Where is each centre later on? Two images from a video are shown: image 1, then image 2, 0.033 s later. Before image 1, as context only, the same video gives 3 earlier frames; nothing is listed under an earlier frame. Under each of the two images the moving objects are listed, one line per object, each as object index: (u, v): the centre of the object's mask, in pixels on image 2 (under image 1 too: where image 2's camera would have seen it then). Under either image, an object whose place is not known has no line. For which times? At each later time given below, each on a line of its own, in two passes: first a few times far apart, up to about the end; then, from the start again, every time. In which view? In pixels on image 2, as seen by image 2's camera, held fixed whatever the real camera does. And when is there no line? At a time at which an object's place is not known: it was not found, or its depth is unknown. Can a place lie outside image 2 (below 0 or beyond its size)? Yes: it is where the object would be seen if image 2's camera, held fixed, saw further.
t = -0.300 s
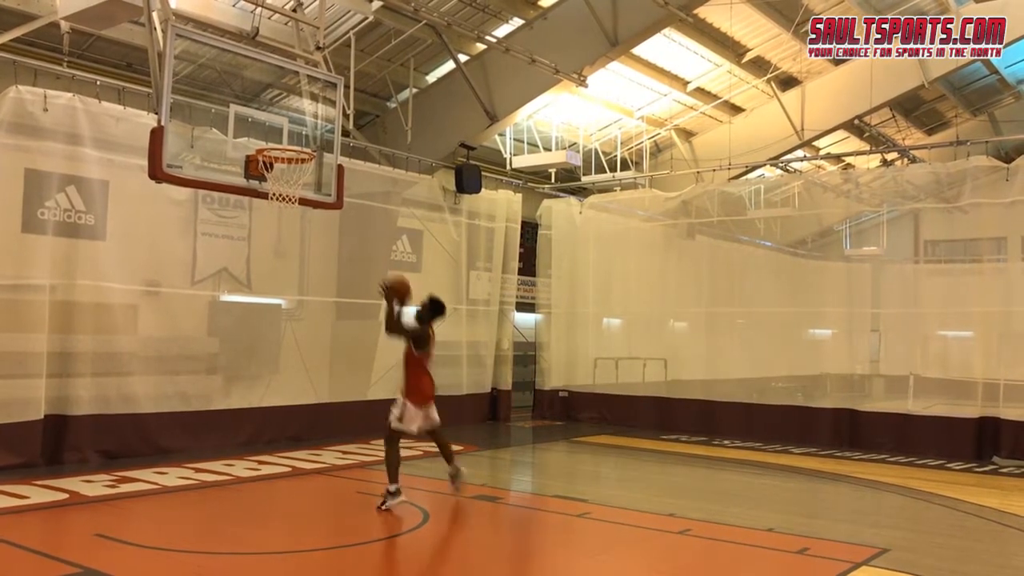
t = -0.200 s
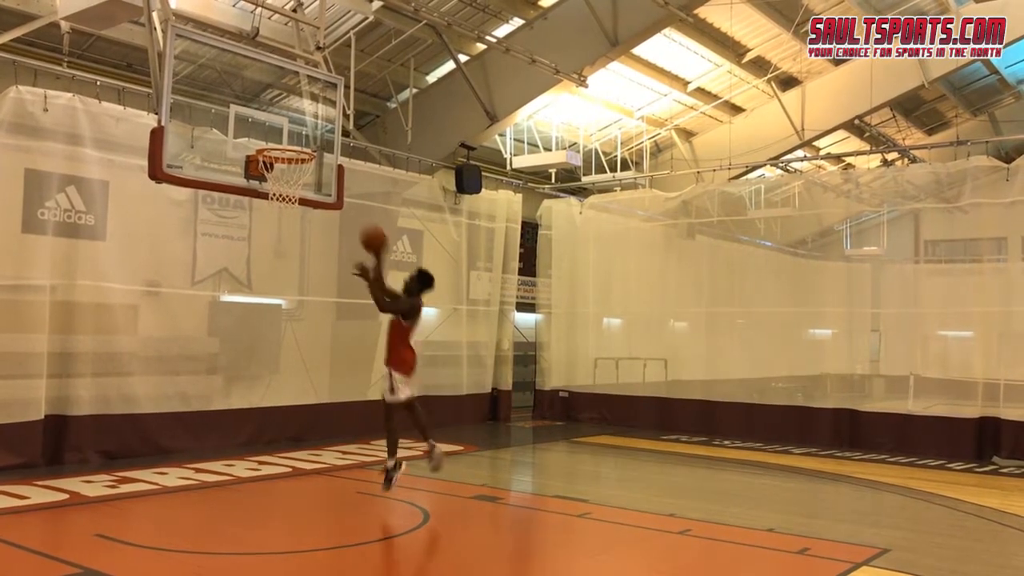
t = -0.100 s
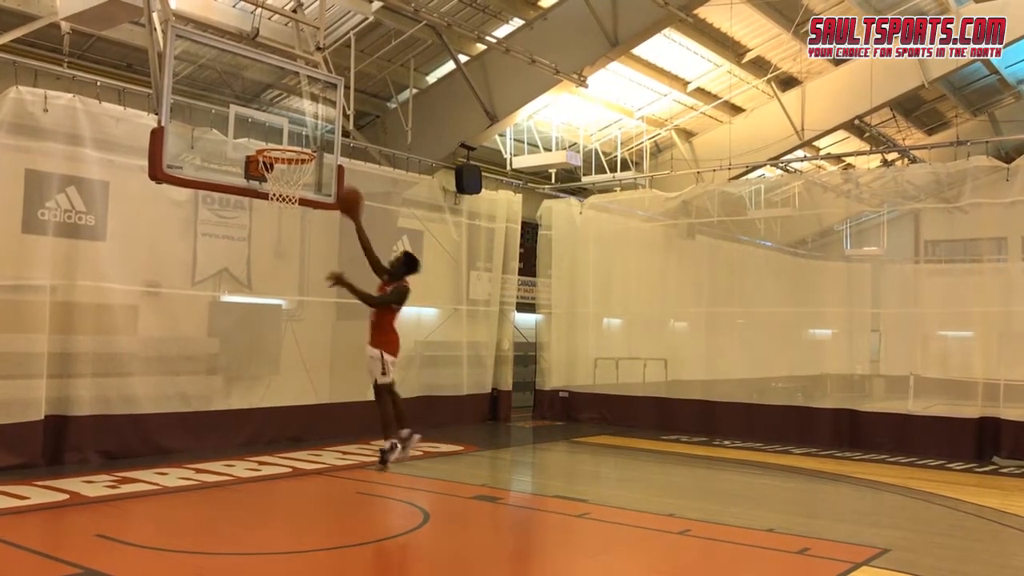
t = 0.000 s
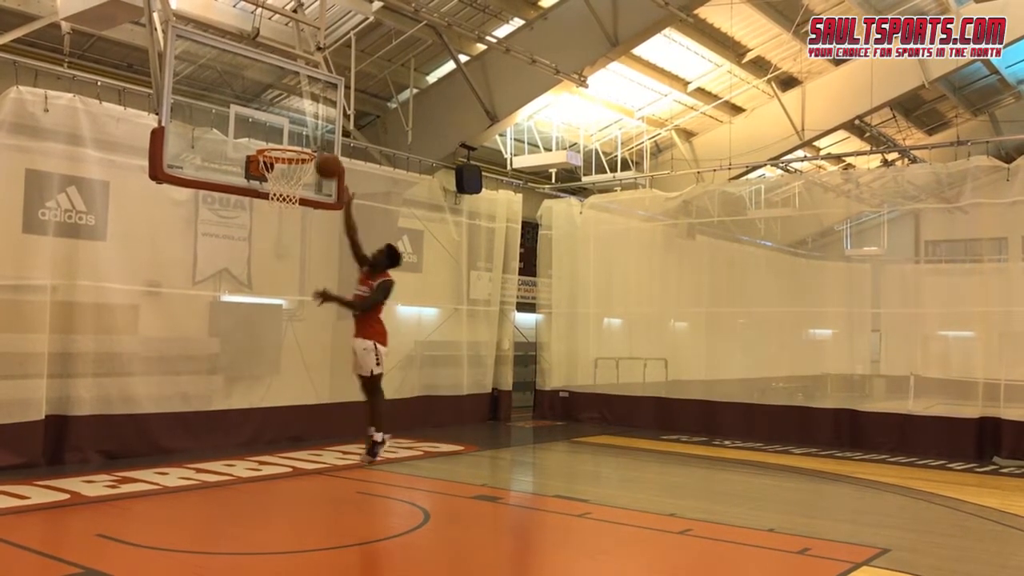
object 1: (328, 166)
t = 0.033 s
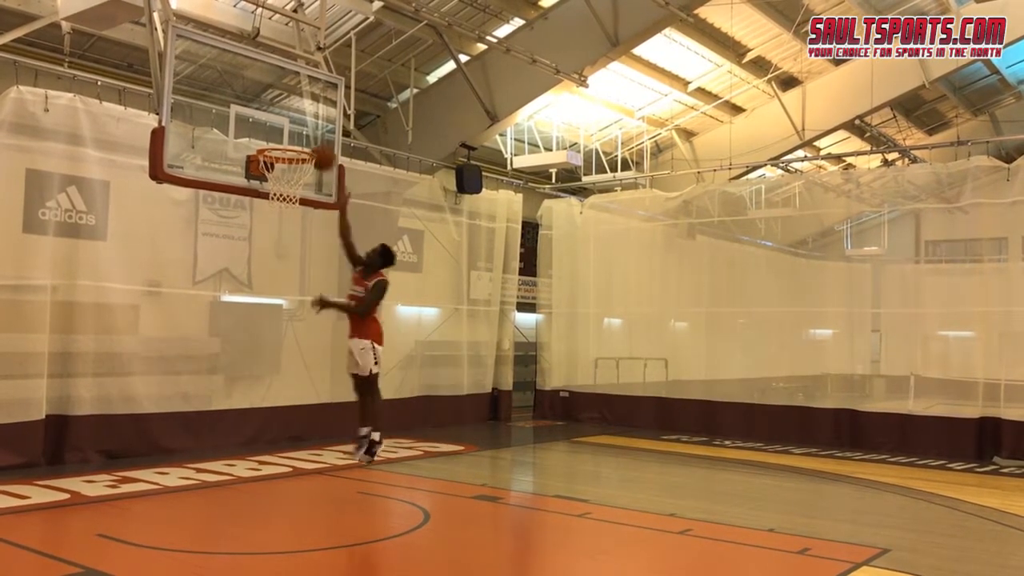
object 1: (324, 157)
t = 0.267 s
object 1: (305, 126)
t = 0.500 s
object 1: (304, 142)
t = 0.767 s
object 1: (278, 170)
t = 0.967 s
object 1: (286, 207)
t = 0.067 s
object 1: (317, 148)
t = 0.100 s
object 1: (309, 142)
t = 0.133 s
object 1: (304, 137)
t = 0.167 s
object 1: (304, 133)
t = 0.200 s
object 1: (304, 129)
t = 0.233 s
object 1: (305, 127)
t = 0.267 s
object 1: (305, 126)
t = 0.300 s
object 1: (305, 126)
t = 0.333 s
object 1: (306, 127)
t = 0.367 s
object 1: (306, 129)
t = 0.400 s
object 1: (306, 133)
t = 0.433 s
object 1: (306, 138)
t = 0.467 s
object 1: (307, 142)
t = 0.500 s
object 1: (304, 142)
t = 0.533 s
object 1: (298, 141)
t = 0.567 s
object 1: (292, 142)
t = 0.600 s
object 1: (286, 142)
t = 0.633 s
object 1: (280, 144)
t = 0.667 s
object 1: (277, 157)
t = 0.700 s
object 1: (277, 162)
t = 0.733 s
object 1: (277, 165)
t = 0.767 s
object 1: (278, 170)
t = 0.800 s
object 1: (279, 176)
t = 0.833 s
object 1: (281, 185)
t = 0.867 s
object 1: (282, 189)
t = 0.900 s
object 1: (283, 192)
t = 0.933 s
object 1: (285, 196)
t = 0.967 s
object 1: (286, 207)
